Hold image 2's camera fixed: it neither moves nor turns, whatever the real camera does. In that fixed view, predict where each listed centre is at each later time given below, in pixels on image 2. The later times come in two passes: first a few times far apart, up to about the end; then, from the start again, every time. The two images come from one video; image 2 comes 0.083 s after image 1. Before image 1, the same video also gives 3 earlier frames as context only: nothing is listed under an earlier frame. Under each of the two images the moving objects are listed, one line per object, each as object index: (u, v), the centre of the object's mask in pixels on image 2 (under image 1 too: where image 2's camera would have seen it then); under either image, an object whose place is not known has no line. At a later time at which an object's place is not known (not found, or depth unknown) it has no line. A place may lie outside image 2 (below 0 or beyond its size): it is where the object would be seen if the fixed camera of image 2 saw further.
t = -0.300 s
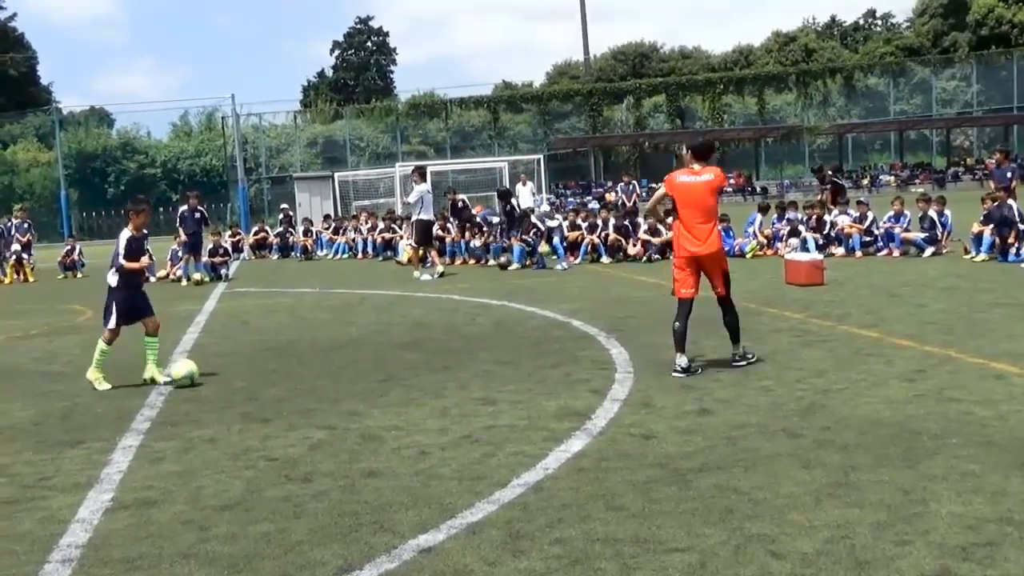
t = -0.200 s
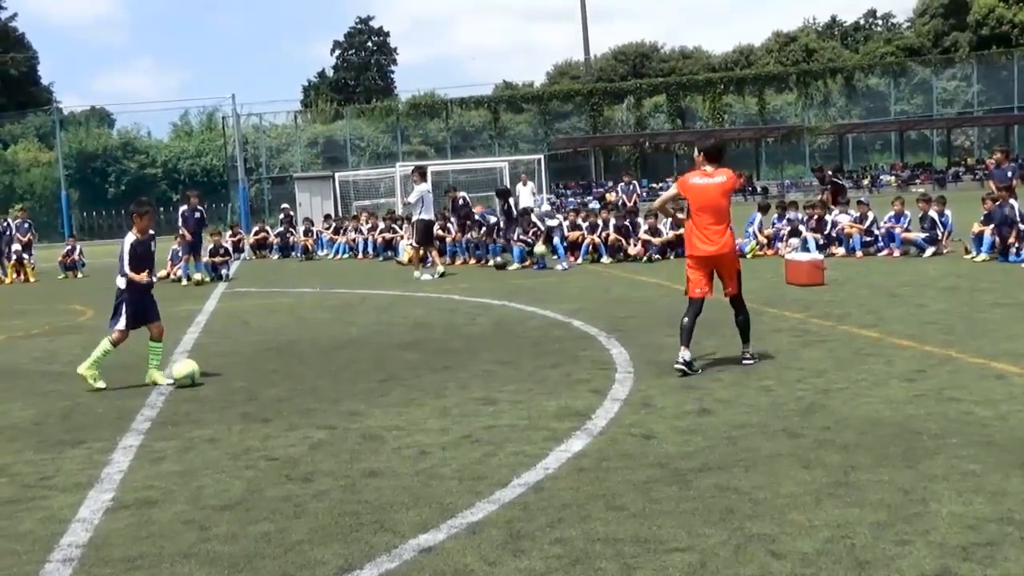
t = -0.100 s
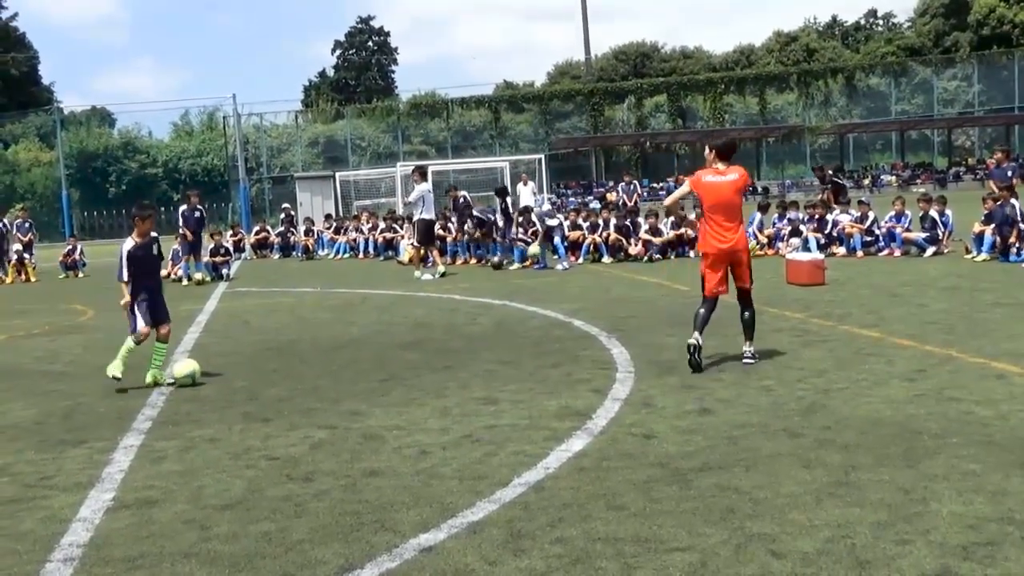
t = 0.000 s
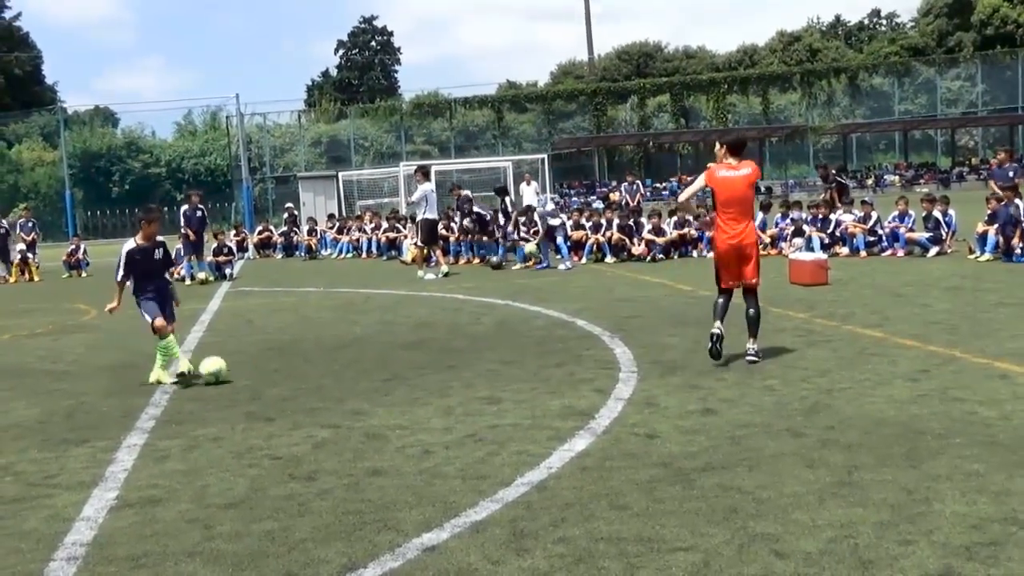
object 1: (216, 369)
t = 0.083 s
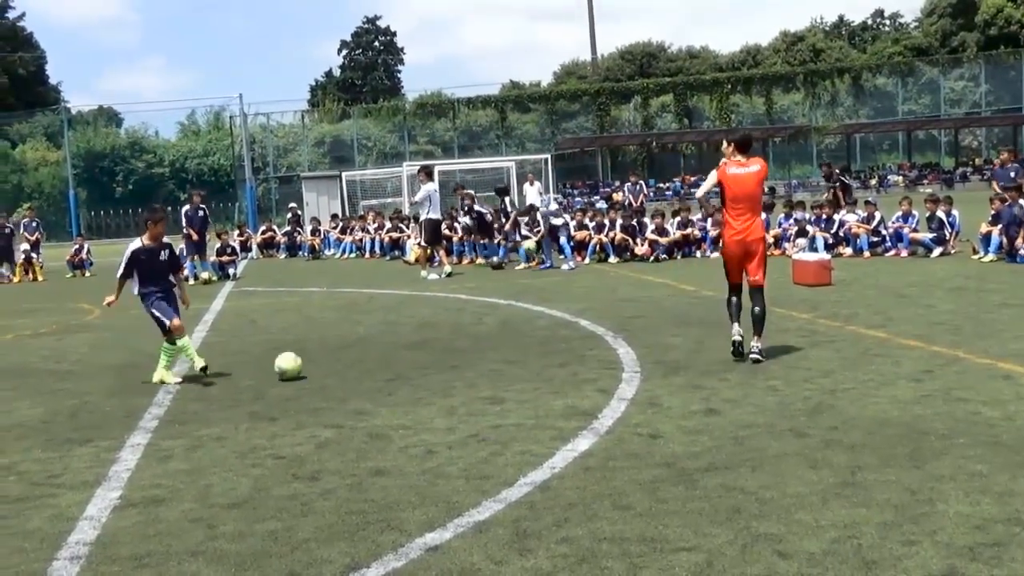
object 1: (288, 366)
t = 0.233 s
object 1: (402, 360)
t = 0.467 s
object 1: (551, 351)
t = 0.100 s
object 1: (301, 364)
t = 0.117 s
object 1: (313, 362)
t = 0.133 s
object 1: (326, 361)
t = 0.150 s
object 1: (339, 361)
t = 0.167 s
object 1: (352, 360)
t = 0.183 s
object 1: (364, 360)
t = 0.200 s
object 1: (377, 360)
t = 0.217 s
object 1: (390, 360)
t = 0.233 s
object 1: (402, 360)
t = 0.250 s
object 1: (414, 358)
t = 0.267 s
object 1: (426, 357)
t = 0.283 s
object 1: (437, 356)
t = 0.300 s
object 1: (449, 357)
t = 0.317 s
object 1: (459, 356)
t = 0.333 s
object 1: (470, 355)
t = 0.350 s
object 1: (480, 353)
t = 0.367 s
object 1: (491, 354)
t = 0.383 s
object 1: (501, 353)
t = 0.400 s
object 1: (512, 353)
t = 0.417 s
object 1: (522, 353)
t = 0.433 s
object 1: (532, 352)
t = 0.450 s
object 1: (542, 351)
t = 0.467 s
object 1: (551, 351)
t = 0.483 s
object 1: (561, 351)
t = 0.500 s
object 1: (570, 351)
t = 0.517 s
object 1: (579, 349)
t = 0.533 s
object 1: (588, 347)
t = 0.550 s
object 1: (597, 349)
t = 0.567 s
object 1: (606, 349)
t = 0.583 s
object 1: (615, 348)
